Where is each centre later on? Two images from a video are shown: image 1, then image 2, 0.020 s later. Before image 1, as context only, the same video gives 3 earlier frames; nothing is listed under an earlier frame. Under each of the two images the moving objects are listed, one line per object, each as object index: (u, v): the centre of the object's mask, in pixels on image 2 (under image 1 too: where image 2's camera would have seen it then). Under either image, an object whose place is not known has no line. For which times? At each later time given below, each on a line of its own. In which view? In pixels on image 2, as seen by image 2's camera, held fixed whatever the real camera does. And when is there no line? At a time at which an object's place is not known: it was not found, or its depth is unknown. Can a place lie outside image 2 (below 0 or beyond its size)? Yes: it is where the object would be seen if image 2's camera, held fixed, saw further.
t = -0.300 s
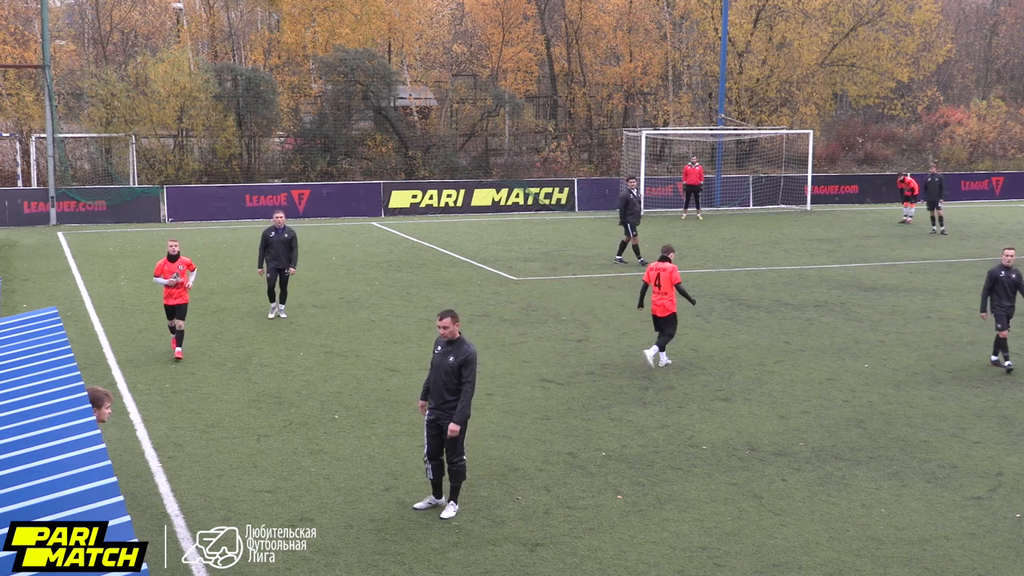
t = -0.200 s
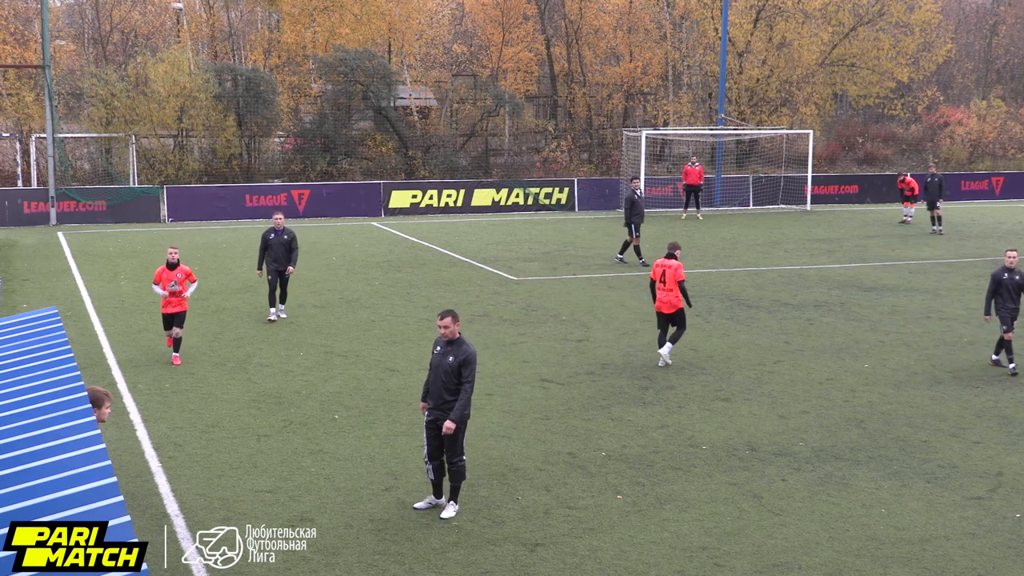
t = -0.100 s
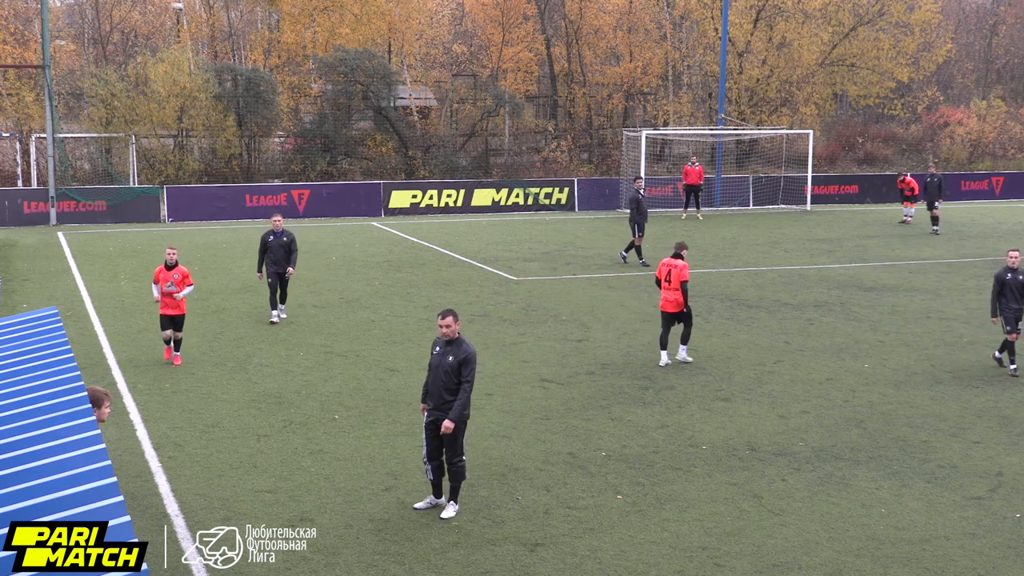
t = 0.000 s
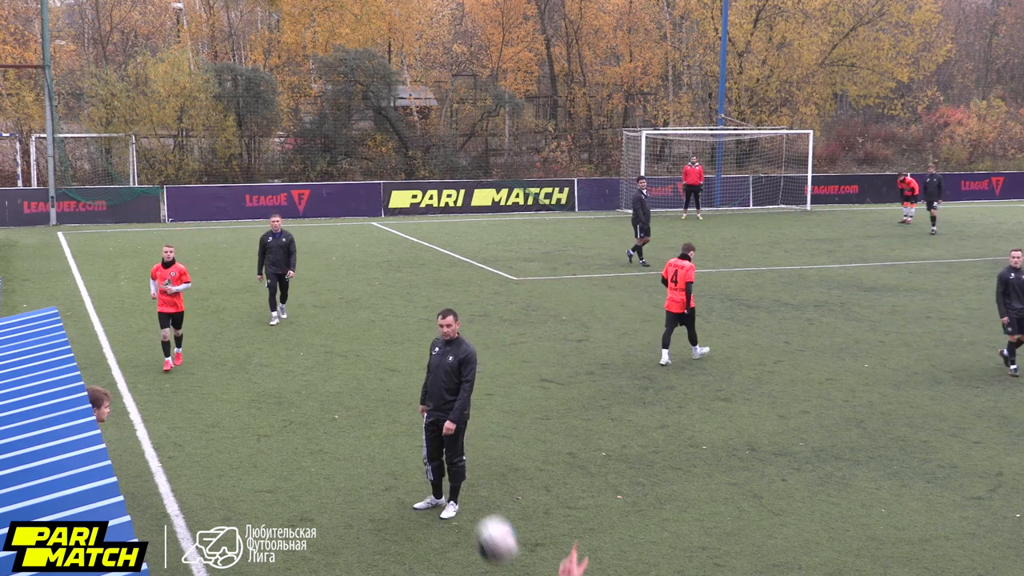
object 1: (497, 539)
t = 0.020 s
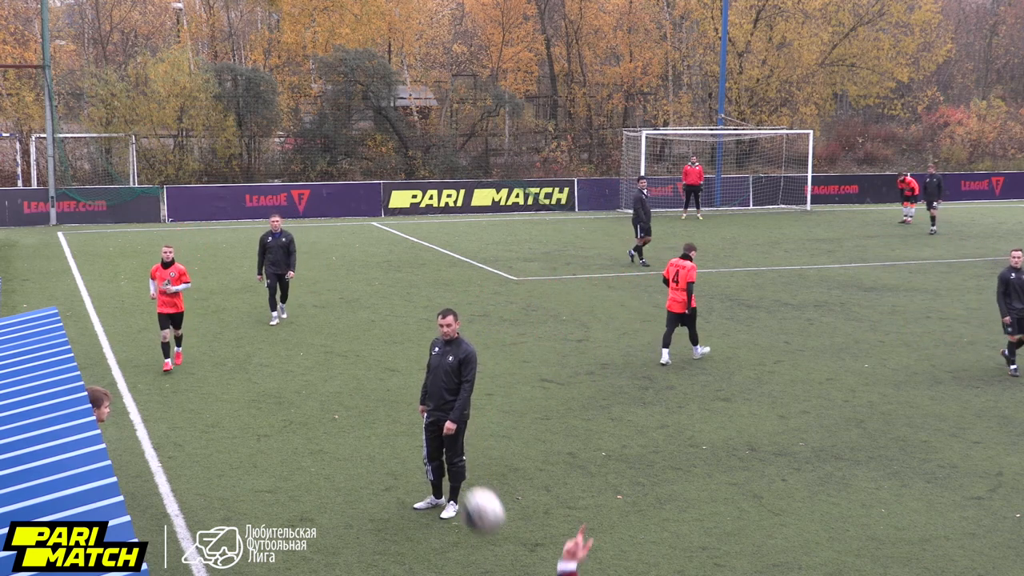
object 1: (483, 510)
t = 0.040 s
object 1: (470, 482)
